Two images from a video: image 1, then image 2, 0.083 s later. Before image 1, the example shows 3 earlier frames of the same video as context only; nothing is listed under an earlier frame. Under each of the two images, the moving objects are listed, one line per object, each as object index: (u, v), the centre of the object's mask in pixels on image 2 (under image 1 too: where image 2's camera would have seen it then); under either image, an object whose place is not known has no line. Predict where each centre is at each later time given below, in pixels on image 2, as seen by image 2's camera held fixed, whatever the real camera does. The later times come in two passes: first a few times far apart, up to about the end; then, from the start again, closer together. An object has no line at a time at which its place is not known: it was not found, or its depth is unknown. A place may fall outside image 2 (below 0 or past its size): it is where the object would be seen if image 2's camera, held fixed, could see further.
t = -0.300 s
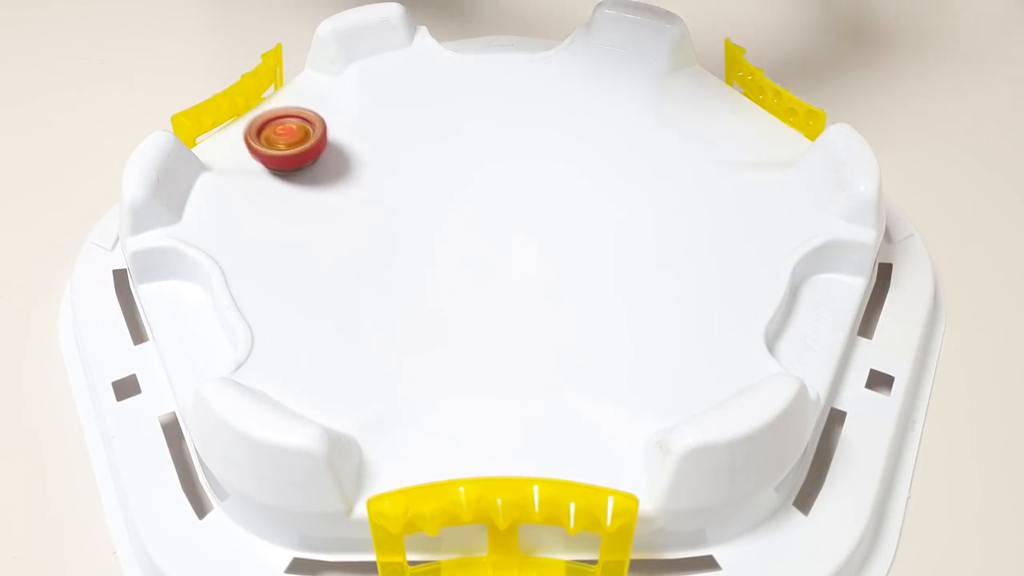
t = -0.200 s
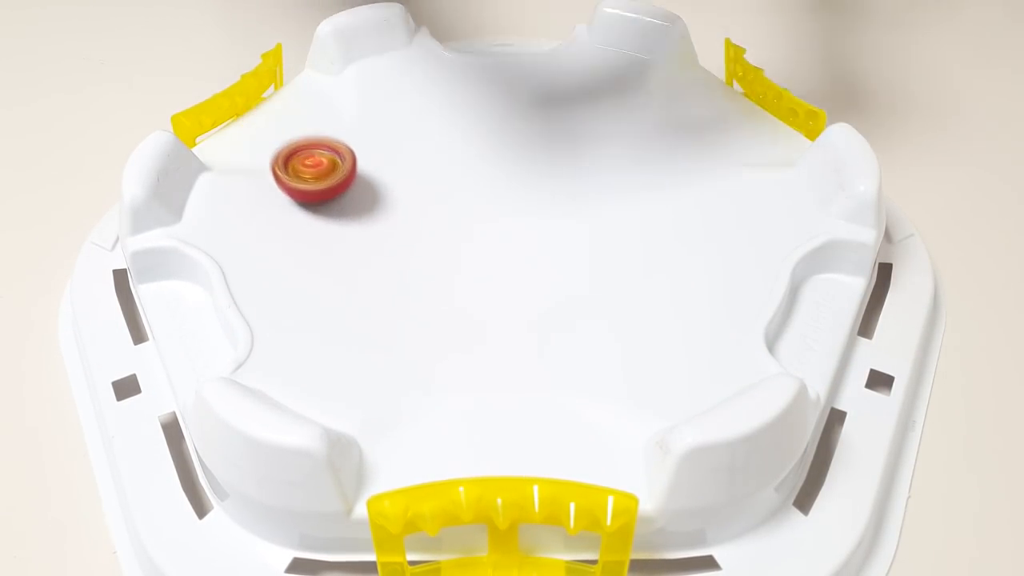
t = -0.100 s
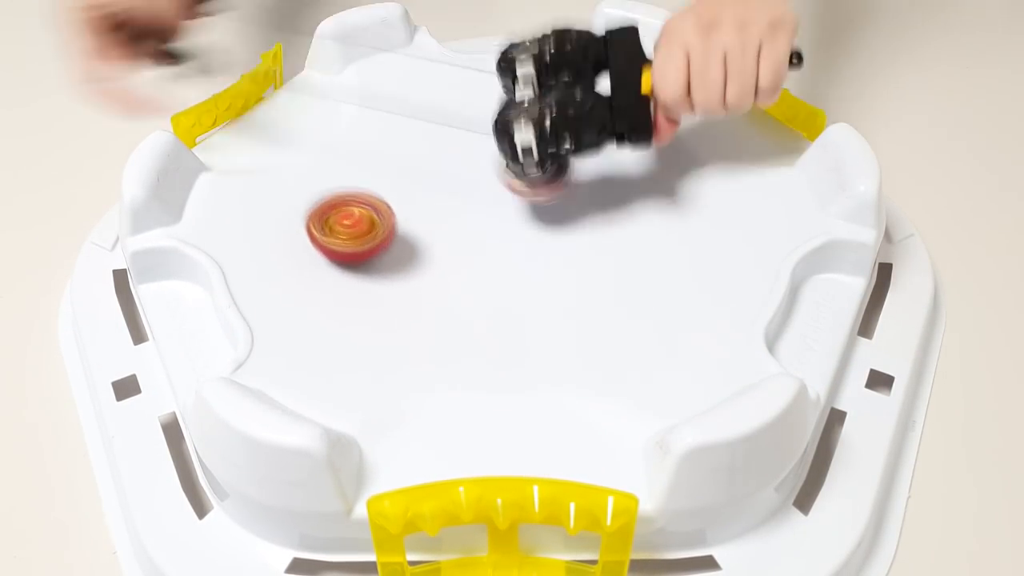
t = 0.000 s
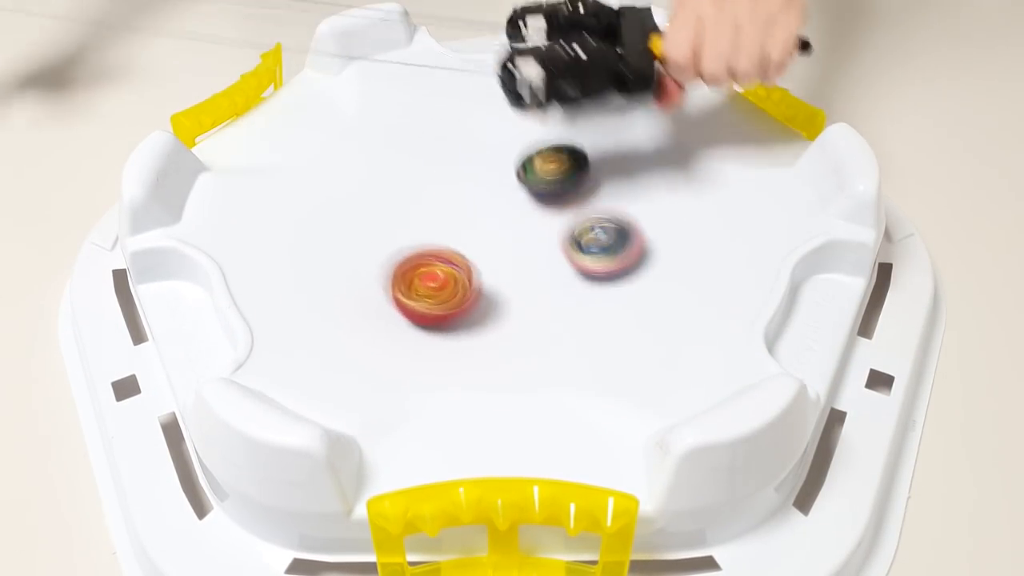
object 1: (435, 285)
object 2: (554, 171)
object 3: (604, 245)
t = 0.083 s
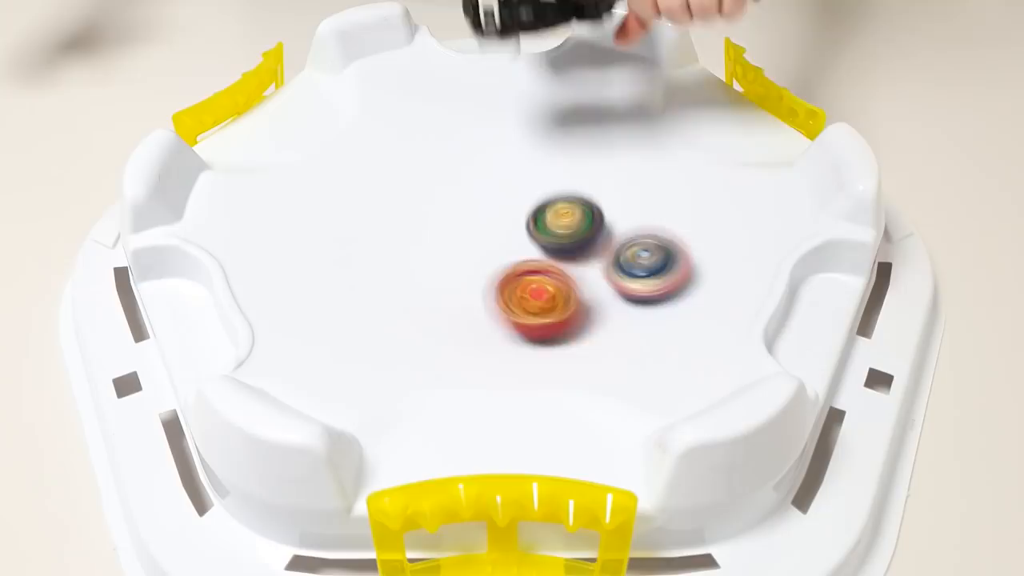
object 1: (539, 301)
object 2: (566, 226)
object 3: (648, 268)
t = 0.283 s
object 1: (692, 250)
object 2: (504, 254)
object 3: (804, 185)
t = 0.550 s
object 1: (558, 179)
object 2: (453, 209)
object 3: (650, 175)
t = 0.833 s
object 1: (380, 60)
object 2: (297, 223)
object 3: (399, 327)
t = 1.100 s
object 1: (284, 106)
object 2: (319, 179)
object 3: (584, 406)
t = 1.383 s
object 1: (312, 181)
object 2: (453, 180)
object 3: (736, 199)
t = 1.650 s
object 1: (516, 307)
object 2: (537, 245)
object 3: (493, 59)
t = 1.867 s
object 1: (689, 222)
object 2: (502, 283)
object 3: (251, 127)
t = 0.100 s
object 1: (561, 295)
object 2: (566, 230)
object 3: (657, 269)
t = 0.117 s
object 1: (578, 289)
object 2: (565, 235)
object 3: (669, 269)
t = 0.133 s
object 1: (588, 286)
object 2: (559, 239)
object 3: (692, 265)
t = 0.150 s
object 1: (603, 286)
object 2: (552, 248)
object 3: (713, 261)
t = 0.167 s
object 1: (618, 287)
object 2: (549, 254)
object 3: (736, 255)
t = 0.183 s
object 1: (632, 283)
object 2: (544, 255)
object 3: (756, 247)
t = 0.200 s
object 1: (645, 282)
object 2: (537, 256)
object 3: (776, 237)
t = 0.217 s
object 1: (656, 278)
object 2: (530, 256)
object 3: (793, 224)
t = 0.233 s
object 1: (667, 272)
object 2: (523, 256)
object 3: (809, 213)
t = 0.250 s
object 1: (676, 266)
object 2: (516, 255)
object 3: (817, 203)
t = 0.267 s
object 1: (685, 259)
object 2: (510, 255)
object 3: (812, 192)
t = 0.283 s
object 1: (692, 250)
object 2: (504, 254)
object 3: (804, 185)
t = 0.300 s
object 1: (698, 244)
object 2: (498, 252)
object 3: (793, 183)
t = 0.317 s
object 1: (703, 236)
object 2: (493, 251)
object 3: (783, 183)
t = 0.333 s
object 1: (703, 229)
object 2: (488, 249)
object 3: (777, 184)
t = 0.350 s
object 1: (693, 226)
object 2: (483, 247)
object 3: (781, 182)
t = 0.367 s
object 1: (682, 222)
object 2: (479, 244)
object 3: (785, 182)
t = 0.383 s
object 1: (671, 219)
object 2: (474, 242)
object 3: (789, 186)
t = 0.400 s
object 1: (660, 214)
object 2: (470, 240)
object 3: (783, 181)
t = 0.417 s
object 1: (650, 208)
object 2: (466, 237)
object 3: (775, 176)
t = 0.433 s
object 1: (639, 204)
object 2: (463, 233)
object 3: (767, 174)
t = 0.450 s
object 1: (629, 200)
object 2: (460, 231)
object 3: (756, 174)
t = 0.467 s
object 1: (619, 196)
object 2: (458, 228)
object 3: (743, 173)
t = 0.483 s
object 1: (608, 191)
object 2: (456, 224)
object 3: (726, 171)
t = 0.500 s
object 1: (597, 187)
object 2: (454, 220)
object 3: (708, 171)
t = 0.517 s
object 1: (584, 183)
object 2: (453, 217)
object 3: (690, 172)
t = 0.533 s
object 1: (571, 181)
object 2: (452, 213)
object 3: (671, 174)
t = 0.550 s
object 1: (558, 179)
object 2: (453, 209)
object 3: (650, 175)
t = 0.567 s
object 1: (544, 177)
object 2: (453, 205)
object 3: (627, 179)
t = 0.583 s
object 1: (527, 175)
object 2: (454, 201)
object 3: (606, 184)
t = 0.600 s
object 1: (517, 167)
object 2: (444, 204)
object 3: (588, 192)
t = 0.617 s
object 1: (508, 152)
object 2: (428, 208)
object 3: (572, 200)
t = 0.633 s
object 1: (499, 136)
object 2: (412, 212)
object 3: (554, 209)
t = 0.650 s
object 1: (491, 124)
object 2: (398, 217)
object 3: (536, 216)
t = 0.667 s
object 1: (482, 112)
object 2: (385, 220)
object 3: (519, 226)
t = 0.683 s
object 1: (473, 102)
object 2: (372, 223)
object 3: (502, 235)
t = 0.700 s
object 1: (464, 92)
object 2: (361, 225)
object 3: (486, 246)
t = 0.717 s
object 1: (454, 84)
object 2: (350, 228)
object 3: (471, 257)
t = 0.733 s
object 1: (444, 77)
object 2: (339, 228)
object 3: (457, 266)
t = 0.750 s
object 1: (434, 71)
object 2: (331, 229)
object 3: (445, 276)
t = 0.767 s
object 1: (424, 67)
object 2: (322, 229)
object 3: (433, 286)
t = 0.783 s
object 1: (413, 64)
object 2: (315, 228)
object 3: (423, 296)
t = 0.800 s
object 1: (402, 62)
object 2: (308, 227)
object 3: (413, 305)
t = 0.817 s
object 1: (391, 61)
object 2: (302, 225)
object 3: (405, 316)
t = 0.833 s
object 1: (380, 60)
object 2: (297, 223)
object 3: (399, 327)
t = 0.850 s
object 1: (368, 59)
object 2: (293, 221)
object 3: (395, 338)
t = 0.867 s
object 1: (357, 58)
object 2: (289, 217)
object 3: (392, 351)
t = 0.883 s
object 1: (344, 61)
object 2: (287, 214)
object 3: (390, 362)
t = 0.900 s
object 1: (333, 66)
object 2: (285, 211)
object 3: (392, 376)
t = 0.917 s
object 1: (323, 75)
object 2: (284, 207)
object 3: (393, 393)
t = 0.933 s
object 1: (314, 78)
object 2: (284, 203)
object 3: (398, 411)
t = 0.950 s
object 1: (305, 80)
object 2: (284, 200)
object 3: (416, 426)
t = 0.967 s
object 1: (296, 83)
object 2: (285, 196)
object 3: (435, 440)
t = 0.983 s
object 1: (289, 85)
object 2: (288, 193)
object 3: (453, 448)
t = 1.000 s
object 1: (284, 87)
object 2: (290, 192)
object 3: (470, 451)
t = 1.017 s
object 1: (284, 91)
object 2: (294, 189)
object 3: (488, 447)
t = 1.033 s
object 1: (284, 93)
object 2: (298, 186)
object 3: (505, 438)
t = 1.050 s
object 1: (285, 98)
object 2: (302, 185)
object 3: (524, 430)
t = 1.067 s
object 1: (285, 101)
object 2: (307, 183)
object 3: (544, 420)
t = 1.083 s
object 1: (285, 104)
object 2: (313, 181)
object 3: (564, 413)
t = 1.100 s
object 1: (284, 106)
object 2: (319, 179)
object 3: (584, 406)
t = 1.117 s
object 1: (284, 110)
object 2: (325, 178)
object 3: (602, 400)
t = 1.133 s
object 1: (284, 112)
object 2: (332, 177)
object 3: (614, 388)
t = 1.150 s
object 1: (285, 116)
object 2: (339, 175)
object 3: (623, 377)
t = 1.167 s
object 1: (284, 117)
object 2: (346, 173)
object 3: (632, 368)
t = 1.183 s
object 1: (285, 121)
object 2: (353, 173)
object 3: (641, 361)
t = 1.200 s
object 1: (285, 125)
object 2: (361, 173)
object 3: (650, 355)
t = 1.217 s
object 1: (285, 127)
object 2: (368, 172)
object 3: (660, 345)
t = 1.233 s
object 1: (286, 130)
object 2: (376, 172)
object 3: (673, 333)
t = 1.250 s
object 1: (288, 133)
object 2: (384, 171)
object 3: (685, 324)
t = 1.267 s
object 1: (289, 137)
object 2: (393, 171)
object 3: (697, 310)
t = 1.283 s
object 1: (292, 141)
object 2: (401, 171)
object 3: (709, 295)
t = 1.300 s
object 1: (294, 144)
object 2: (410, 171)
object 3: (719, 279)
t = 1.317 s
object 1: (298, 151)
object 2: (419, 172)
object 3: (728, 263)
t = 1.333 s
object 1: (301, 158)
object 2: (427, 174)
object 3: (735, 249)
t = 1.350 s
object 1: (305, 164)
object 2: (437, 176)
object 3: (738, 232)
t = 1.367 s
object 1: (308, 172)
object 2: (445, 178)
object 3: (737, 215)
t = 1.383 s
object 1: (312, 181)
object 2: (453, 180)
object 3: (736, 199)
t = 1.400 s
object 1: (315, 188)
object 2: (462, 184)
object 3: (731, 182)
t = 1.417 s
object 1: (319, 198)
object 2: (471, 187)
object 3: (723, 169)
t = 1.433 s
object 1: (324, 209)
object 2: (478, 191)
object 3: (713, 154)
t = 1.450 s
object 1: (331, 219)
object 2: (486, 195)
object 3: (701, 140)
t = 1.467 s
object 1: (338, 230)
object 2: (493, 199)
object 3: (689, 126)
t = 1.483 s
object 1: (347, 242)
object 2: (500, 203)
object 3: (675, 116)
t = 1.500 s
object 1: (357, 251)
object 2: (506, 208)
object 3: (661, 106)
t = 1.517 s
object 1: (370, 262)
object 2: (513, 213)
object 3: (647, 97)
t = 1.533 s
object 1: (383, 271)
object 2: (518, 218)
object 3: (632, 88)
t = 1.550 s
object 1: (399, 280)
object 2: (523, 223)
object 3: (617, 82)
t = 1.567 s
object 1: (416, 287)
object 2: (527, 227)
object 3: (599, 75)
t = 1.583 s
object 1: (434, 294)
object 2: (530, 231)
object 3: (579, 71)
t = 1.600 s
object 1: (453, 300)
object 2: (533, 235)
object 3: (559, 66)
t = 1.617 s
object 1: (473, 304)
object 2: (535, 240)
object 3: (537, 63)
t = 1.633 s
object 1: (494, 306)
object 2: (536, 243)
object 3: (516, 61)
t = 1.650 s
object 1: (516, 307)
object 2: (537, 245)
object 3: (493, 59)
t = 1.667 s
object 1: (537, 307)
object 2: (537, 247)
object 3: (470, 59)
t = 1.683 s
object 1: (555, 304)
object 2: (533, 249)
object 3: (446, 59)
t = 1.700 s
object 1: (573, 299)
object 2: (529, 254)
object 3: (424, 62)
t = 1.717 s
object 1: (592, 294)
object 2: (528, 262)
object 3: (402, 67)
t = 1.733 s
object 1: (609, 287)
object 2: (529, 269)
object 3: (379, 70)
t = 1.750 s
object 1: (626, 279)
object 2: (528, 272)
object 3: (358, 77)
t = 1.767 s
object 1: (640, 270)
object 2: (525, 275)
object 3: (337, 87)
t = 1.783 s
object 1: (653, 261)
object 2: (521, 278)
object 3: (314, 98)
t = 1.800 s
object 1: (665, 253)
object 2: (517, 280)
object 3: (297, 104)
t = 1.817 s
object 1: (674, 242)
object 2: (513, 282)
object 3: (281, 112)
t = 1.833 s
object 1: (682, 232)
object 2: (507, 283)
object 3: (265, 120)
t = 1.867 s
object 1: (689, 222)
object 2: (502, 283)
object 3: (251, 127)
